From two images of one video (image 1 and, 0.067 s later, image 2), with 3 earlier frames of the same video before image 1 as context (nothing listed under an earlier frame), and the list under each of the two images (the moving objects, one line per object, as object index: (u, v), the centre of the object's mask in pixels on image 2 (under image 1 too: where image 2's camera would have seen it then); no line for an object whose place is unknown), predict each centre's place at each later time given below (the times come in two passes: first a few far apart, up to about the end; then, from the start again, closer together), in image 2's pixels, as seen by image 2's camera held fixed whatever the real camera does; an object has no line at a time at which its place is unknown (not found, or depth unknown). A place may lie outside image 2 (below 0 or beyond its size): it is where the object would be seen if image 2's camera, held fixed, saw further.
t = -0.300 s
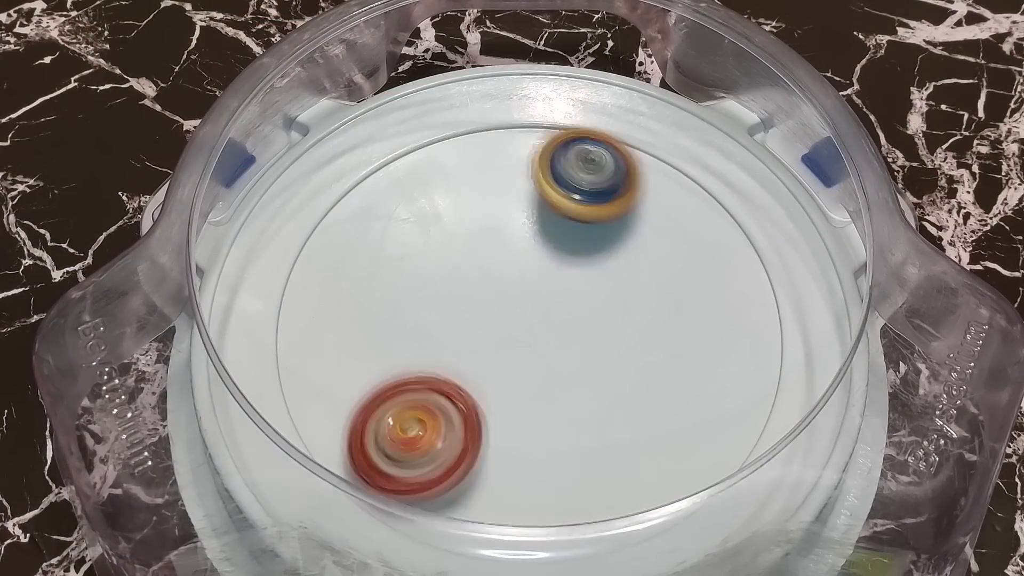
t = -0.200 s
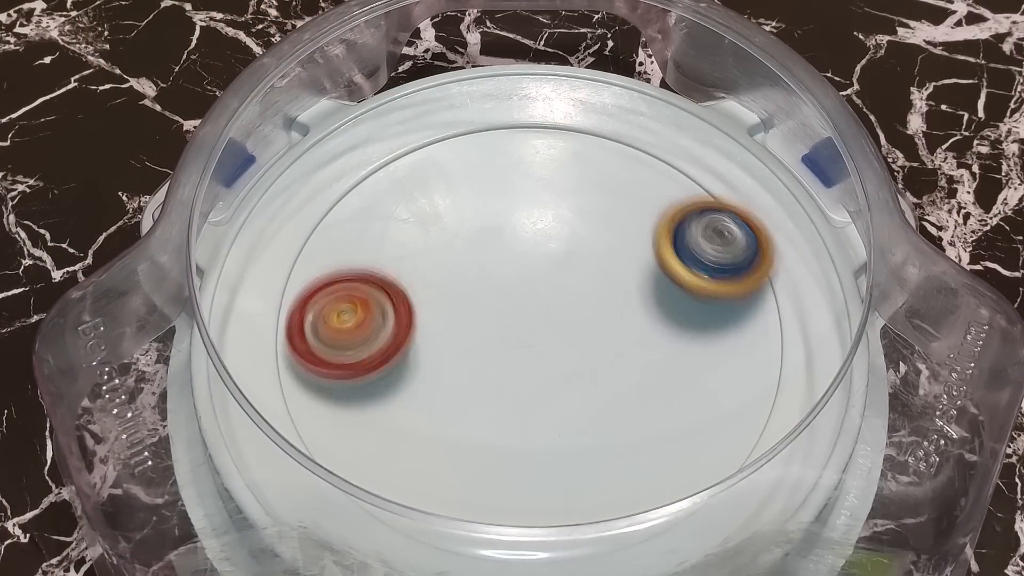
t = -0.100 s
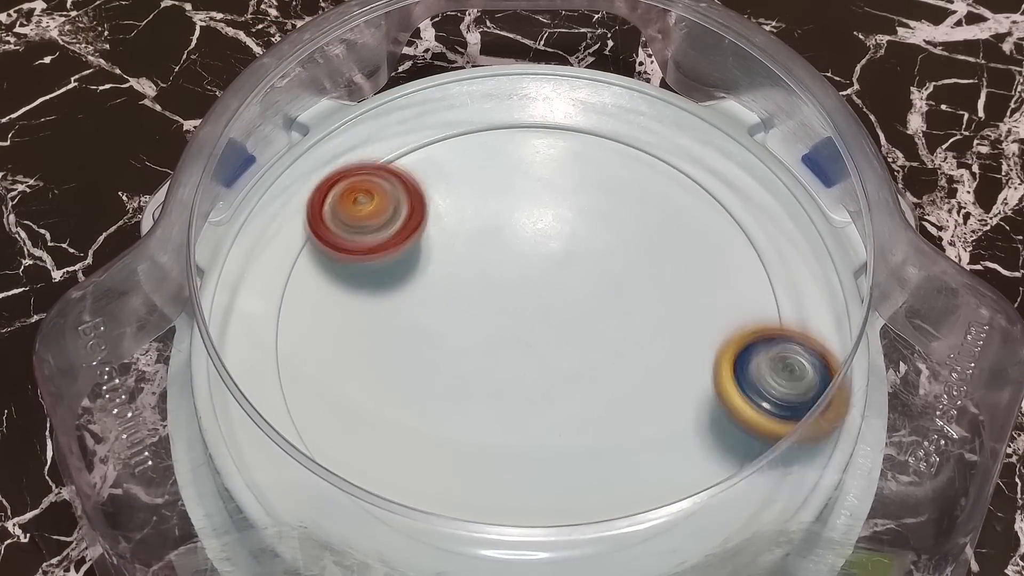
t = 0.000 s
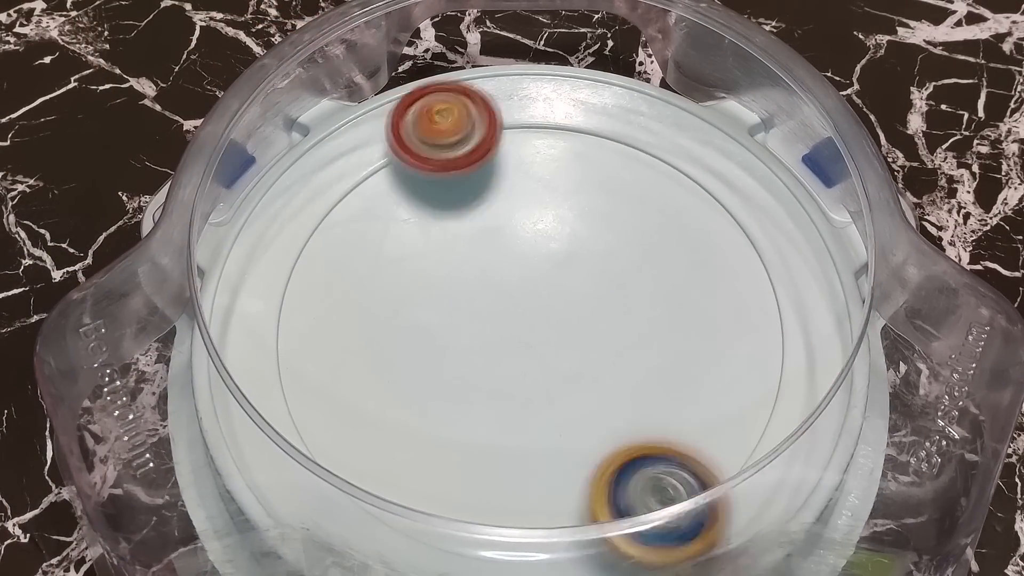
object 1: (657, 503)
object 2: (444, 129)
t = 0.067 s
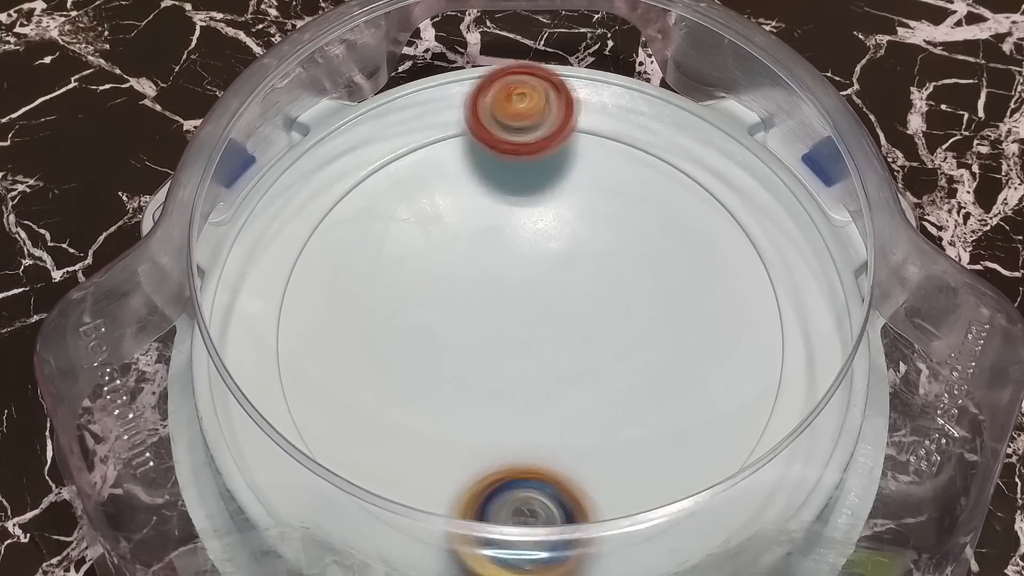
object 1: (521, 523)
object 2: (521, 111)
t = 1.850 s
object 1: (453, 464)
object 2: (318, 220)
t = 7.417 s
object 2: (545, 124)
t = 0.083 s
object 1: (485, 520)
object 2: (542, 112)
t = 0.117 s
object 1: (419, 505)
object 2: (583, 115)
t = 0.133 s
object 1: (392, 491)
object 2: (604, 116)
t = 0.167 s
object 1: (345, 451)
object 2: (642, 130)
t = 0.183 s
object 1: (334, 423)
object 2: (660, 138)
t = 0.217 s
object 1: (302, 382)
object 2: (695, 159)
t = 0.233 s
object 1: (291, 361)
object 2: (711, 173)
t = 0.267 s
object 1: (284, 317)
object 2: (736, 204)
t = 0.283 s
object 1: (286, 293)
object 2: (746, 220)
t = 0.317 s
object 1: (300, 252)
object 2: (758, 258)
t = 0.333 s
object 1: (311, 233)
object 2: (761, 278)
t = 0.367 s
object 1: (341, 201)
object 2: (757, 320)
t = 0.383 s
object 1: (361, 185)
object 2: (749, 340)
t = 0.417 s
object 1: (404, 163)
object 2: (728, 378)
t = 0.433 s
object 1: (429, 153)
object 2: (715, 397)
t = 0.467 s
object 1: (481, 142)
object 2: (678, 427)
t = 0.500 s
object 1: (536, 137)
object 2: (633, 449)
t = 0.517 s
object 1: (565, 137)
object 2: (611, 455)
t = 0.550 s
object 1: (621, 145)
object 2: (559, 463)
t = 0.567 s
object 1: (648, 150)
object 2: (533, 464)
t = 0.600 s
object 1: (702, 168)
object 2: (484, 458)
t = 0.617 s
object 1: (728, 179)
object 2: (460, 452)
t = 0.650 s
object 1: (751, 224)
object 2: (416, 431)
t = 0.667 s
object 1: (762, 250)
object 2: (398, 418)
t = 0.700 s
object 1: (784, 297)
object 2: (366, 388)
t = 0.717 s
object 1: (781, 322)
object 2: (351, 371)
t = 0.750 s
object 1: (764, 377)
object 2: (332, 336)
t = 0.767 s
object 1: (760, 403)
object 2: (324, 318)
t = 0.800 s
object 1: (715, 437)
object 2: (317, 280)
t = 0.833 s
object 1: (683, 484)
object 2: (318, 243)
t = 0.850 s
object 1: (658, 500)
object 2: (320, 225)
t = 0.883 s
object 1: (601, 516)
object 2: (332, 191)
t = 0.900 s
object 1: (573, 518)
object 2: (341, 176)
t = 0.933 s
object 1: (505, 520)
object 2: (374, 154)
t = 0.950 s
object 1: (475, 518)
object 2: (390, 145)
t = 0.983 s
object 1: (422, 499)
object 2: (424, 127)
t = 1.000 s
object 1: (399, 484)
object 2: (443, 121)
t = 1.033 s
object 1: (368, 440)
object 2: (481, 111)
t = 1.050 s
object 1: (352, 424)
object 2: (499, 110)
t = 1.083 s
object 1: (329, 383)
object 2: (538, 108)
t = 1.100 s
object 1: (325, 359)
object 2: (557, 110)
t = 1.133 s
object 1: (326, 312)
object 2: (595, 120)
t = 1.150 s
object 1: (332, 290)
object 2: (612, 128)
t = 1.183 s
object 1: (351, 248)
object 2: (644, 148)
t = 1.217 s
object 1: (379, 211)
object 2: (671, 174)
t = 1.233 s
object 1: (396, 194)
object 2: (682, 191)
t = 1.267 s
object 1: (433, 165)
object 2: (699, 227)
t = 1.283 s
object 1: (454, 152)
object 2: (705, 245)
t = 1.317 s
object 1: (497, 132)
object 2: (709, 285)
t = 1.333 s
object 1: (520, 125)
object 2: (707, 304)
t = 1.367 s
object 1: (569, 113)
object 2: (696, 344)
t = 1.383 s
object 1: (595, 110)
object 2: (685, 362)
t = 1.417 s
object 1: (641, 128)
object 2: (660, 394)
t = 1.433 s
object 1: (663, 137)
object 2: (643, 410)
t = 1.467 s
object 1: (703, 167)
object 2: (606, 433)
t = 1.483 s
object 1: (723, 183)
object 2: (584, 443)
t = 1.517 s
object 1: (753, 222)
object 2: (540, 454)
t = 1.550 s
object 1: (771, 268)
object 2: (492, 458)
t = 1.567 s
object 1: (776, 292)
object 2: (469, 455)
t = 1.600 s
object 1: (777, 341)
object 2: (424, 443)
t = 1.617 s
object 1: (771, 364)
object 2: (404, 436)
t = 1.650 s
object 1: (753, 412)
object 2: (366, 413)
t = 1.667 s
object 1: (738, 432)
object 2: (349, 401)
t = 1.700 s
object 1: (697, 463)
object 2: (321, 371)
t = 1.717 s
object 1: (673, 476)
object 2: (309, 355)
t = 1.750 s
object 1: (617, 493)
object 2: (293, 320)
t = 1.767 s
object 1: (590, 496)
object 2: (289, 303)
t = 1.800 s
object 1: (532, 483)
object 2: (285, 267)
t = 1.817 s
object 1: (505, 479)
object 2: (295, 251)
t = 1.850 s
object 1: (453, 464)
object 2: (318, 220)
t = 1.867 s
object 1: (429, 452)
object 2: (328, 205)
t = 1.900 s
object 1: (389, 418)
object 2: (351, 178)
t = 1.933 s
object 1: (362, 378)
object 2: (380, 156)
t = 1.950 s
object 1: (353, 356)
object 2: (396, 147)
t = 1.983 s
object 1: (341, 312)
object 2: (430, 136)
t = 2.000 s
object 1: (339, 291)
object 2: (449, 133)
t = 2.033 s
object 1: (342, 248)
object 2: (486, 130)
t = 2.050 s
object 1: (346, 227)
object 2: (506, 132)
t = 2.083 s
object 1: (362, 188)
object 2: (544, 140)
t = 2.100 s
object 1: (372, 169)
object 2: (562, 149)
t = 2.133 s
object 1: (397, 136)
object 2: (598, 165)
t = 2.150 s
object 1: (416, 125)
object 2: (613, 176)
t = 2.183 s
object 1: (461, 114)
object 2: (639, 203)
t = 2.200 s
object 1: (482, 109)
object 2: (650, 217)
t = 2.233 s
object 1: (528, 107)
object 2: (667, 251)
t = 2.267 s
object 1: (576, 111)
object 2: (675, 286)
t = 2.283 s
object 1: (600, 117)
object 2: (676, 305)
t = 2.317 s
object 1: (644, 133)
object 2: (673, 342)
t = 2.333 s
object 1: (665, 143)
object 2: (667, 361)
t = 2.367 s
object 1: (702, 169)
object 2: (650, 393)
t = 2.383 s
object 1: (719, 184)
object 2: (637, 409)
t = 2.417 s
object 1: (744, 216)
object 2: (609, 435)
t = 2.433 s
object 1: (752, 236)
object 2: (591, 447)
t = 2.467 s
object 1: (760, 276)
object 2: (554, 463)
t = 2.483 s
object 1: (759, 297)
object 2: (534, 467)
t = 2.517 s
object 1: (747, 340)
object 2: (492, 471)
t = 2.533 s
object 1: (735, 361)
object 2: (471, 468)
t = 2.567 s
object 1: (702, 400)
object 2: (429, 460)
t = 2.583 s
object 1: (681, 416)
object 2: (409, 453)
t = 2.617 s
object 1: (634, 442)
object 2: (367, 440)
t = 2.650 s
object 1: (581, 457)
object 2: (339, 413)
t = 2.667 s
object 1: (553, 460)
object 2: (325, 399)
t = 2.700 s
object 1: (498, 459)
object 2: (302, 371)
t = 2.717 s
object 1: (472, 455)
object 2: (293, 356)
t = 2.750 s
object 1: (422, 439)
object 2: (285, 321)
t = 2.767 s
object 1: (400, 427)
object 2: (286, 304)
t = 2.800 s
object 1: (359, 398)
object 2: (293, 270)
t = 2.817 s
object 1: (342, 380)
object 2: (300, 254)
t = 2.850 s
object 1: (314, 343)
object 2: (321, 226)
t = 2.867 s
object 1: (303, 324)
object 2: (332, 213)
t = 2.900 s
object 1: (288, 285)
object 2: (361, 193)
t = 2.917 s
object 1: (284, 265)
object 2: (377, 185)
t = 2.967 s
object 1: (315, 213)
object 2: (430, 166)
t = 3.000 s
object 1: (338, 181)
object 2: (467, 162)
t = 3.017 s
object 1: (356, 169)
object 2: (486, 161)
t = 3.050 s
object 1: (389, 144)
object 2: (524, 165)
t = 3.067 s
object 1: (409, 135)
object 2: (541, 169)
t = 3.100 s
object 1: (449, 119)
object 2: (576, 181)
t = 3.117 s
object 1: (469, 114)
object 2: (593, 190)
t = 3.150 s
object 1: (510, 110)
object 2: (624, 210)
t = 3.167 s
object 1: (531, 111)
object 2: (638, 222)
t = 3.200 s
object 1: (571, 119)
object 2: (662, 249)
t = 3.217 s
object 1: (591, 127)
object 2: (671, 263)
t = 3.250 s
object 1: (625, 148)
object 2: (685, 294)
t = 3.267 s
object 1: (640, 162)
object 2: (690, 311)
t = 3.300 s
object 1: (667, 194)
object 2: (695, 345)
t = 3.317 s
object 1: (677, 213)
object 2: (695, 361)
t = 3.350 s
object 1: (689, 252)
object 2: (687, 397)
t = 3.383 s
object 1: (692, 294)
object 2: (673, 428)
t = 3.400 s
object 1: (690, 314)
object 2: (660, 443)
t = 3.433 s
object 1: (677, 356)
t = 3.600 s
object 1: (495, 425)
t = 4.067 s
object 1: (496, 132)
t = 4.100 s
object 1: (534, 141)
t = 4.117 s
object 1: (552, 149)
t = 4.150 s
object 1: (585, 169)
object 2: (363, 239)
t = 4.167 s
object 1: (600, 181)
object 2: (379, 235)
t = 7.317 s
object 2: (471, 127)
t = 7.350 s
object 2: (495, 120)
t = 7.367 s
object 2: (507, 119)
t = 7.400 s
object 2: (533, 121)
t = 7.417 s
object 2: (545, 124)
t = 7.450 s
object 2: (572, 133)
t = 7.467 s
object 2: (584, 141)
